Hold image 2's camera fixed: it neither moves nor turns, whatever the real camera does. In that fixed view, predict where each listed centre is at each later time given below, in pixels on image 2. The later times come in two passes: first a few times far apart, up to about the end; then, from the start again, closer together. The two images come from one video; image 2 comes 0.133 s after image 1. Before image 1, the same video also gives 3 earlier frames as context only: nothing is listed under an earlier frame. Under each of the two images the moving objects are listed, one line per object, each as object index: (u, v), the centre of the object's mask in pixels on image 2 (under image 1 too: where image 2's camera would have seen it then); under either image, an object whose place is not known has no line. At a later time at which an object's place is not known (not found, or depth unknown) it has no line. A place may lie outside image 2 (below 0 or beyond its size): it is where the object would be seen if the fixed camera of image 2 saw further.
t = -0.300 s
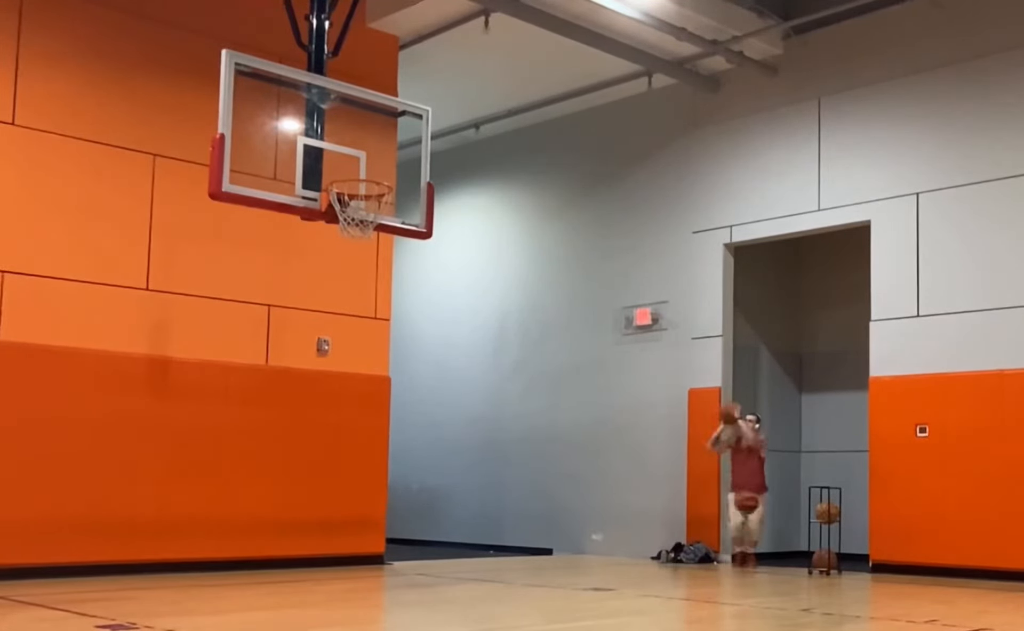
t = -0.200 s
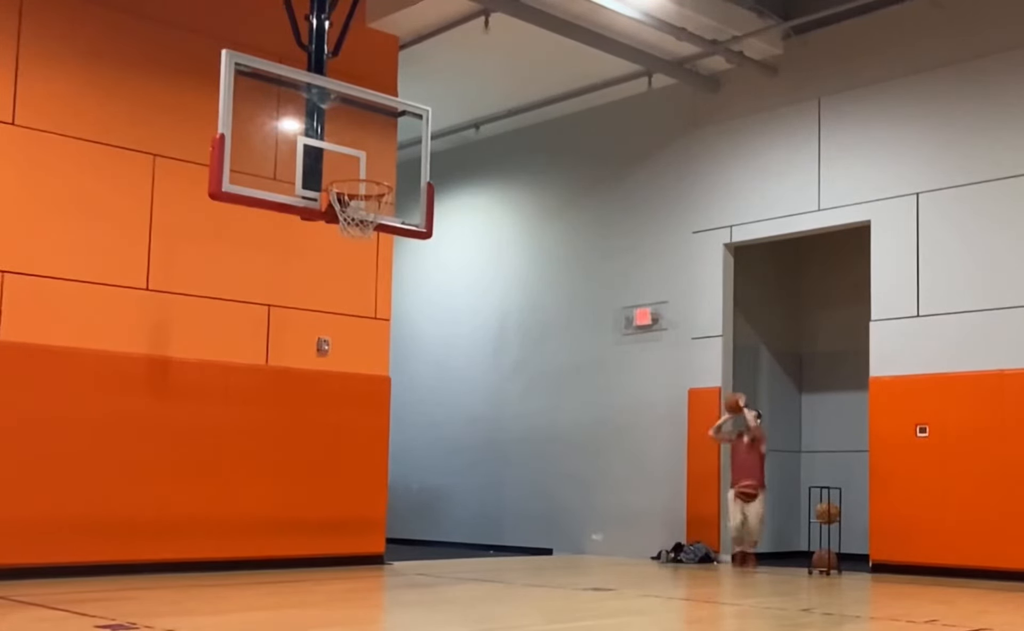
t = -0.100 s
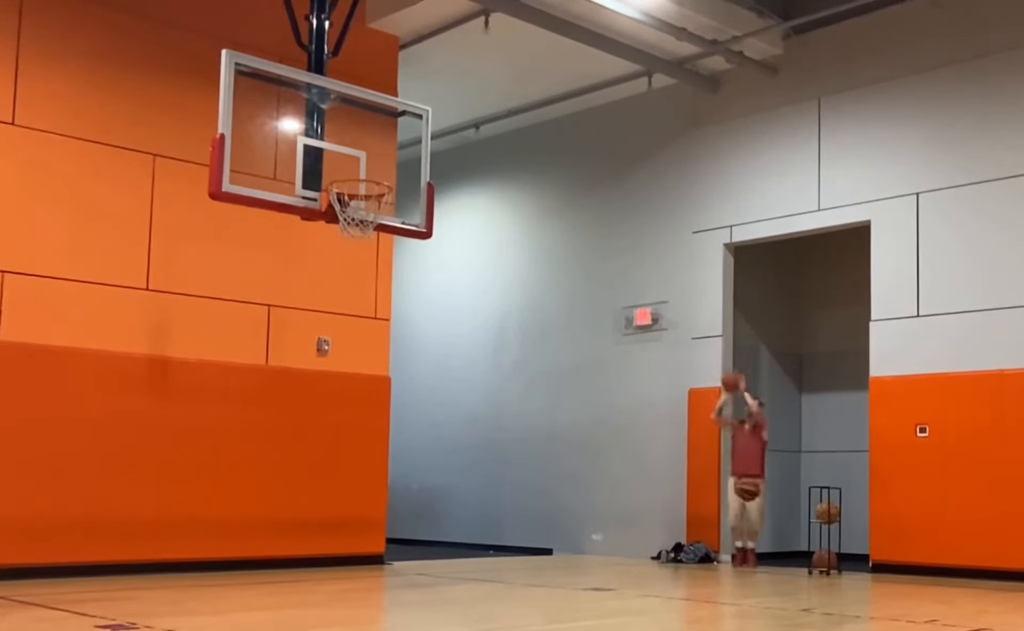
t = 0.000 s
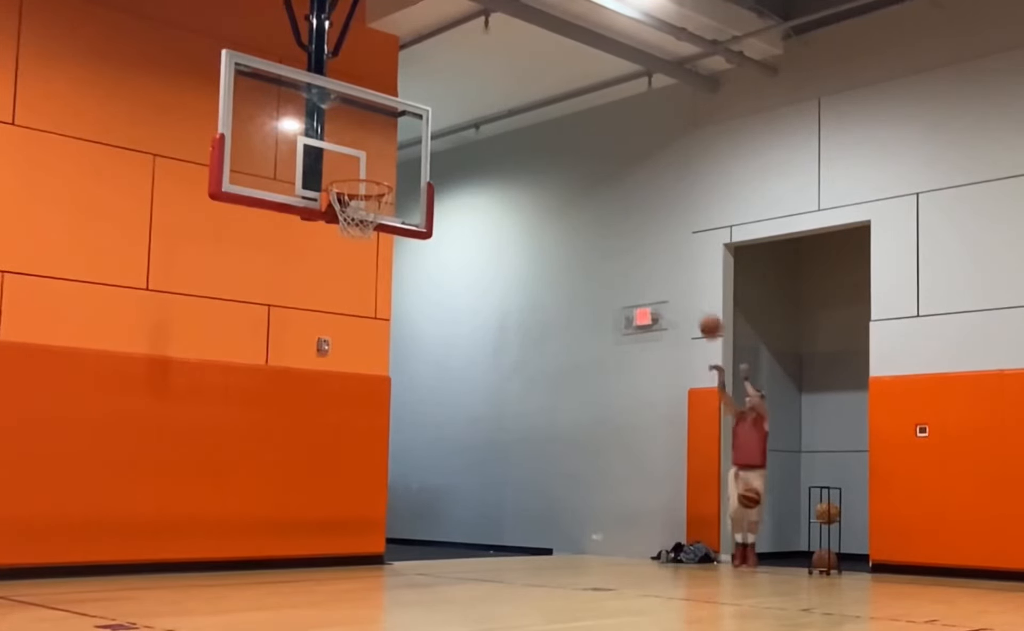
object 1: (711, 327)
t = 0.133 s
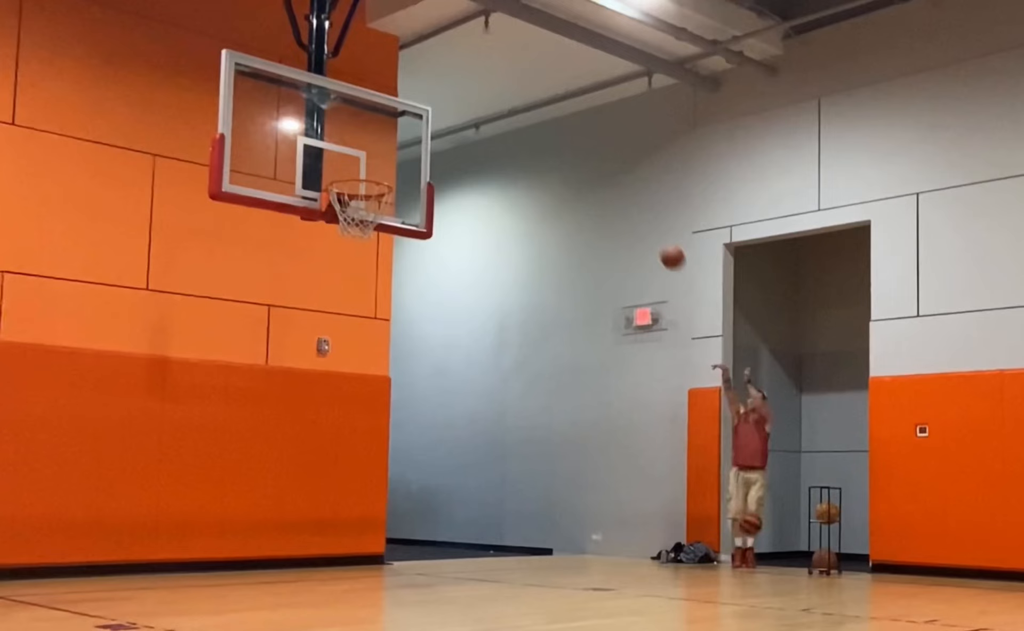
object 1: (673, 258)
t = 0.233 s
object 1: (642, 213)
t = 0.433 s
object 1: (575, 151)
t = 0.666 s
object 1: (486, 128)
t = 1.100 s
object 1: (343, 223)
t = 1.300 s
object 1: (356, 283)
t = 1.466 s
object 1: (364, 373)
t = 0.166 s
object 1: (663, 241)
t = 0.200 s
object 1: (652, 227)
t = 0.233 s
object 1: (642, 213)
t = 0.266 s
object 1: (631, 200)
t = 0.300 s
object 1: (620, 188)
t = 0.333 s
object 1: (610, 178)
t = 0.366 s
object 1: (598, 168)
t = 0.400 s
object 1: (587, 159)
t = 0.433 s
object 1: (575, 151)
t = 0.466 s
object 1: (564, 145)
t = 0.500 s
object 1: (551, 139)
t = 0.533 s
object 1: (539, 134)
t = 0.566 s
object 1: (527, 131)
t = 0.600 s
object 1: (514, 129)
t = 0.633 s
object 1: (499, 128)
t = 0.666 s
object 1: (486, 128)
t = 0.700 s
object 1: (472, 129)
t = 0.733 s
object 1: (458, 132)
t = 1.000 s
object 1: (339, 206)
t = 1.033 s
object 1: (339, 209)
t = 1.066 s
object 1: (342, 221)
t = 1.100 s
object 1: (343, 223)
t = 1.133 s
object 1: (345, 226)
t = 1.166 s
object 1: (348, 233)
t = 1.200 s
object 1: (350, 245)
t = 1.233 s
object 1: (351, 257)
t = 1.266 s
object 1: (354, 269)
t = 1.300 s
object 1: (356, 283)
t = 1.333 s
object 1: (357, 298)
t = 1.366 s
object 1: (359, 315)
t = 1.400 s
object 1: (361, 333)
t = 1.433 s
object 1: (363, 352)
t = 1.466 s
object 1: (364, 373)
